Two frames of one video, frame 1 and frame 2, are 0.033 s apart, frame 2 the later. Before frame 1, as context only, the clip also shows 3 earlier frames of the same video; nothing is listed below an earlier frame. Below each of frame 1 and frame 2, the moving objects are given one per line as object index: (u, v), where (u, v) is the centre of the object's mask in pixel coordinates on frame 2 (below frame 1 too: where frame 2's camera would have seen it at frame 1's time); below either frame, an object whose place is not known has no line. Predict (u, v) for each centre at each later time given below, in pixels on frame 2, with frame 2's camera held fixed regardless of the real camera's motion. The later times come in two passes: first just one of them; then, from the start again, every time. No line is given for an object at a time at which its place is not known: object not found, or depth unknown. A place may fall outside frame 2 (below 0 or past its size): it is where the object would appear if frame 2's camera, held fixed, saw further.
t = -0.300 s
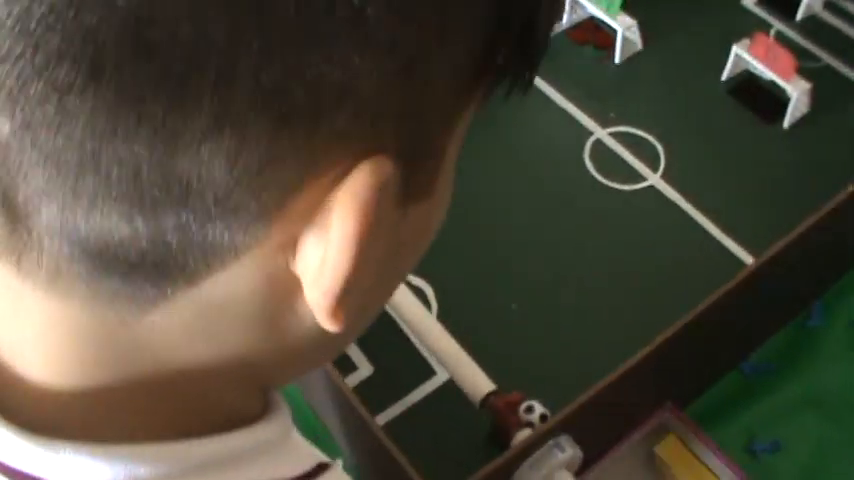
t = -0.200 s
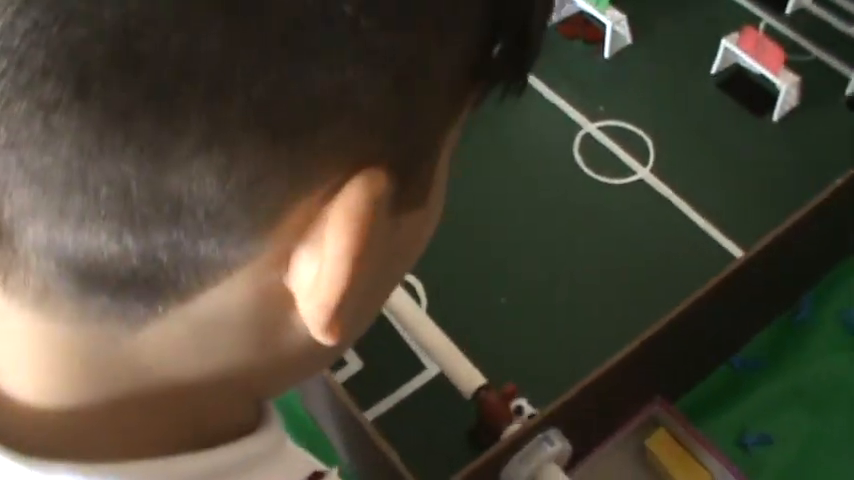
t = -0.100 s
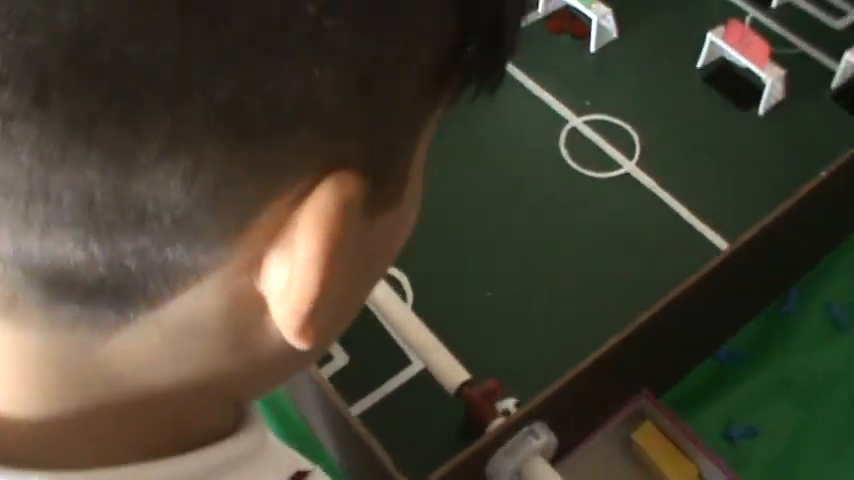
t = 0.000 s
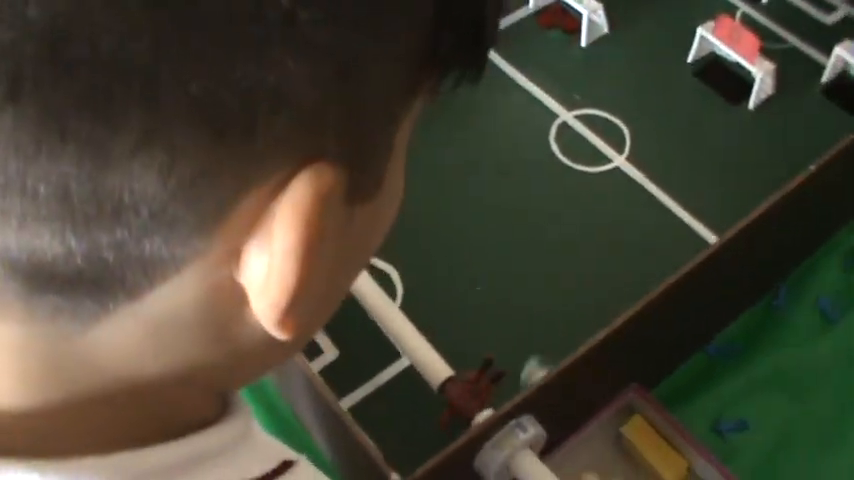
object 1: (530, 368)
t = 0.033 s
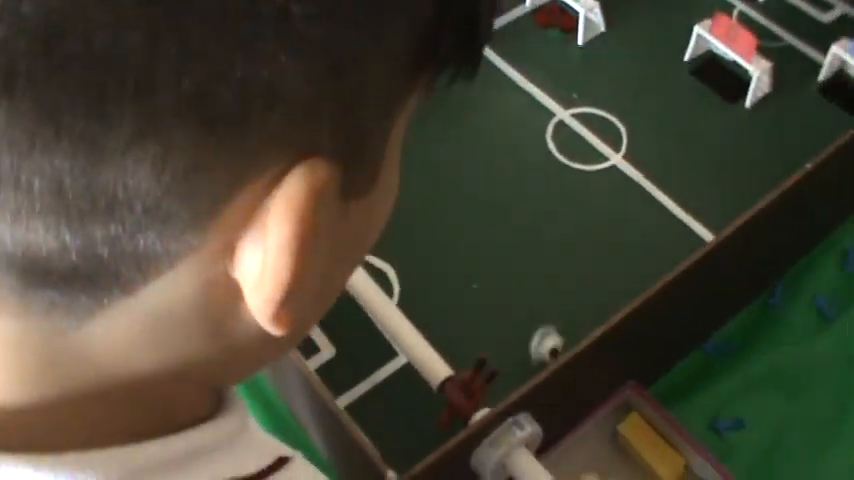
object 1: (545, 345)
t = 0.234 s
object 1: (615, 246)
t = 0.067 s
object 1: (557, 324)
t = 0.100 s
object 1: (569, 302)
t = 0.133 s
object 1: (581, 285)
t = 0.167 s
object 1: (593, 272)
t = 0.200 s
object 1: (605, 256)
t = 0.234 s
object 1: (615, 246)
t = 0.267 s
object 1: (625, 235)
